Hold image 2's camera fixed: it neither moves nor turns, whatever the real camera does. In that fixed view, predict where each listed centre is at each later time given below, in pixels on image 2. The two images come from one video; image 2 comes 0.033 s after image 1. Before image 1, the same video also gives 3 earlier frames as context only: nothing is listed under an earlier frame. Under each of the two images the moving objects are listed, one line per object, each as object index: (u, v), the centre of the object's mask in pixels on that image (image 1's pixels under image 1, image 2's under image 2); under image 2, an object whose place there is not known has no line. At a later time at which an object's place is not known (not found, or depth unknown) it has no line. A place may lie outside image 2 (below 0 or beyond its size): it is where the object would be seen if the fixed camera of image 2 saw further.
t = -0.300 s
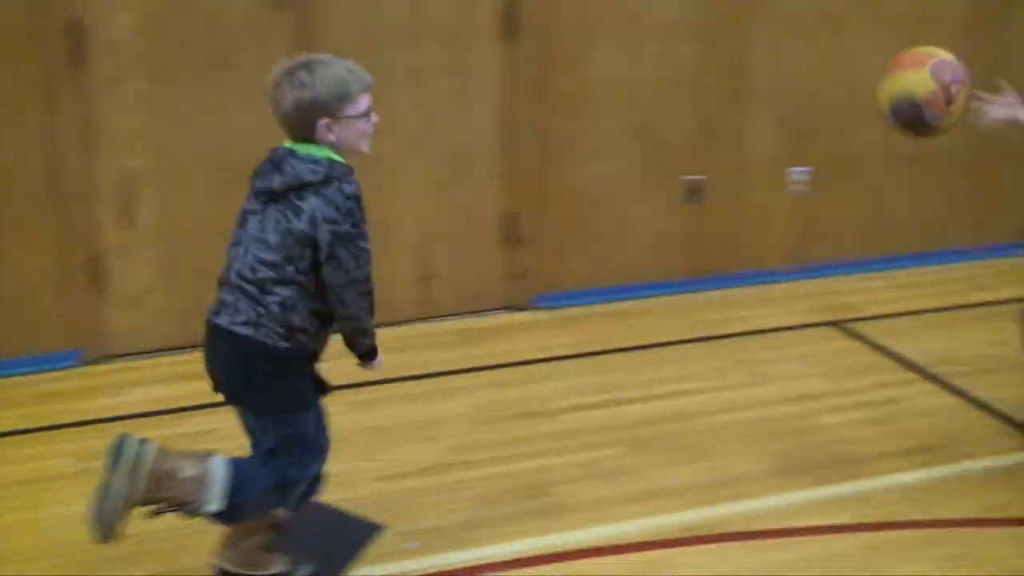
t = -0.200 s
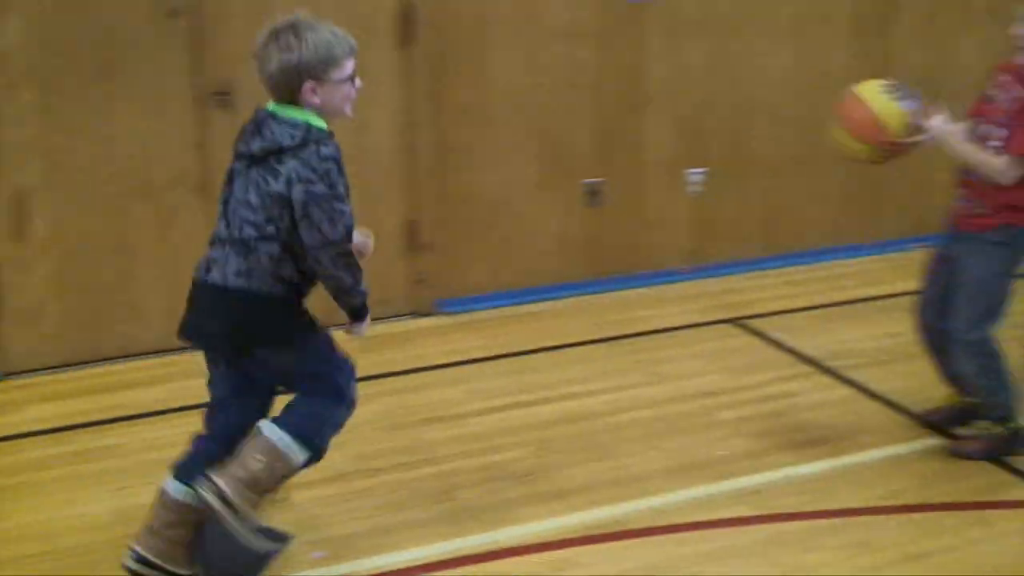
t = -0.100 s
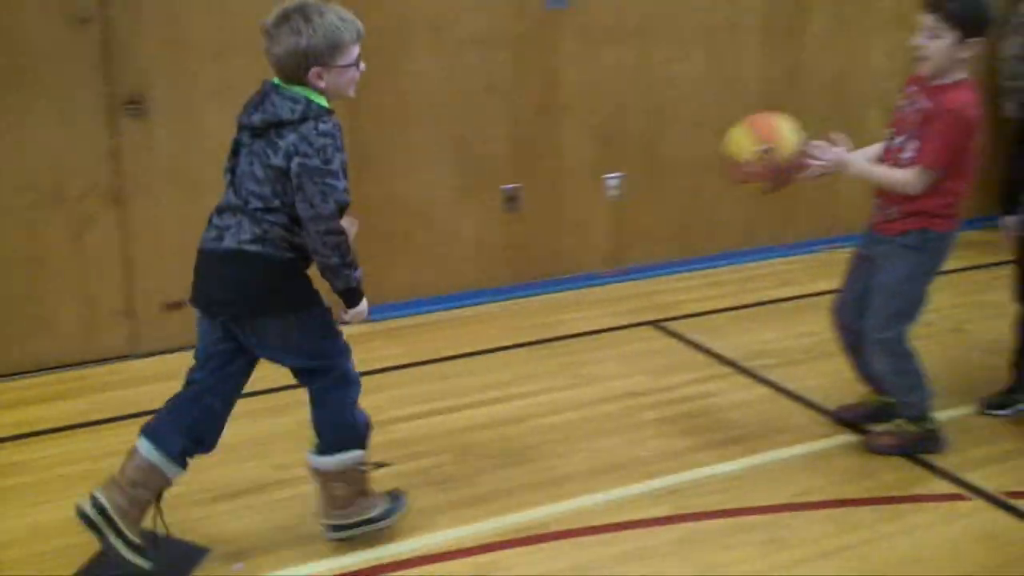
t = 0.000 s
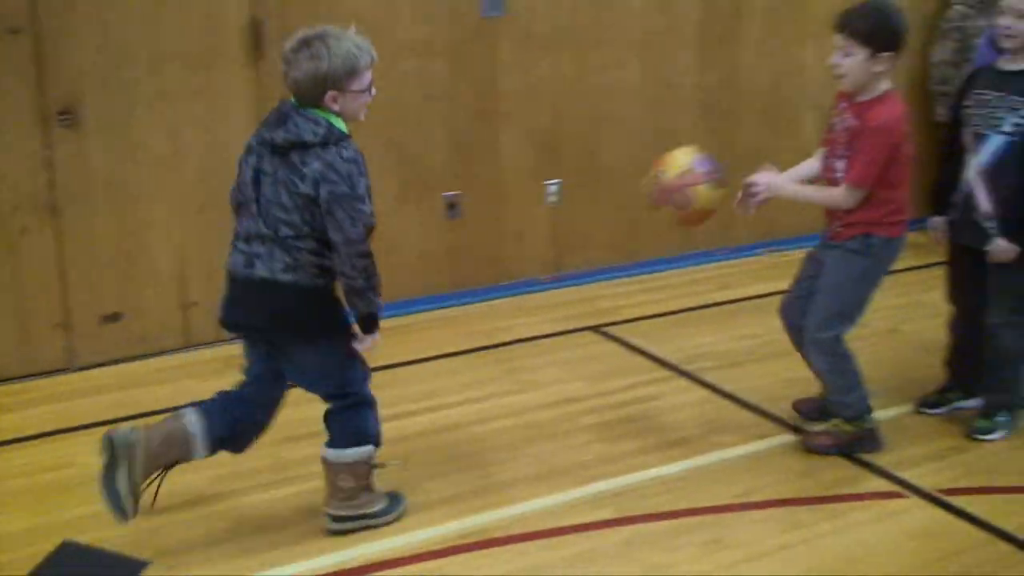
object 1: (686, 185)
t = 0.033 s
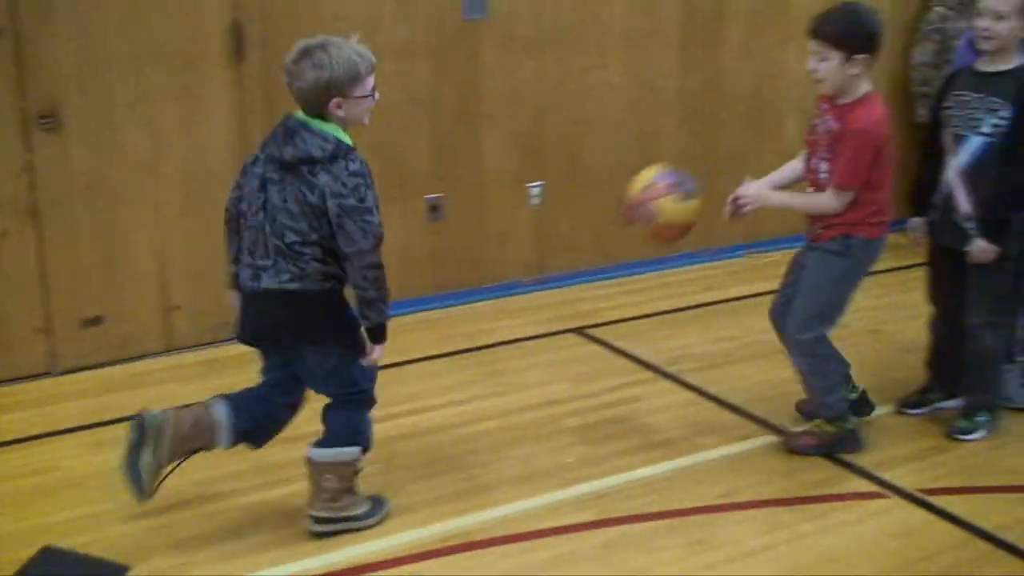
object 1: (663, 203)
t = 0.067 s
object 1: (656, 223)
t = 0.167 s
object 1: (639, 306)
